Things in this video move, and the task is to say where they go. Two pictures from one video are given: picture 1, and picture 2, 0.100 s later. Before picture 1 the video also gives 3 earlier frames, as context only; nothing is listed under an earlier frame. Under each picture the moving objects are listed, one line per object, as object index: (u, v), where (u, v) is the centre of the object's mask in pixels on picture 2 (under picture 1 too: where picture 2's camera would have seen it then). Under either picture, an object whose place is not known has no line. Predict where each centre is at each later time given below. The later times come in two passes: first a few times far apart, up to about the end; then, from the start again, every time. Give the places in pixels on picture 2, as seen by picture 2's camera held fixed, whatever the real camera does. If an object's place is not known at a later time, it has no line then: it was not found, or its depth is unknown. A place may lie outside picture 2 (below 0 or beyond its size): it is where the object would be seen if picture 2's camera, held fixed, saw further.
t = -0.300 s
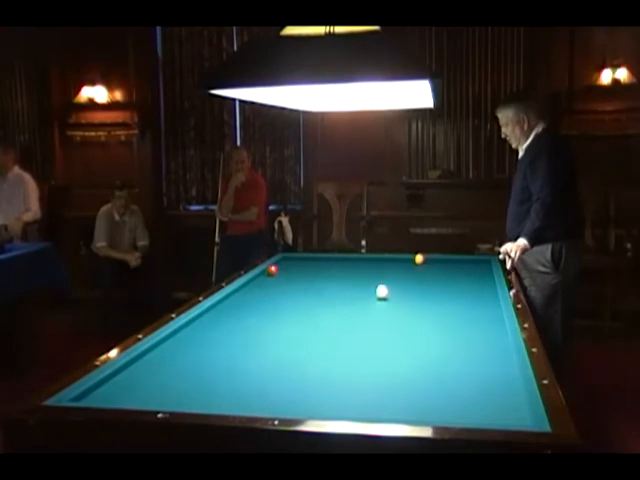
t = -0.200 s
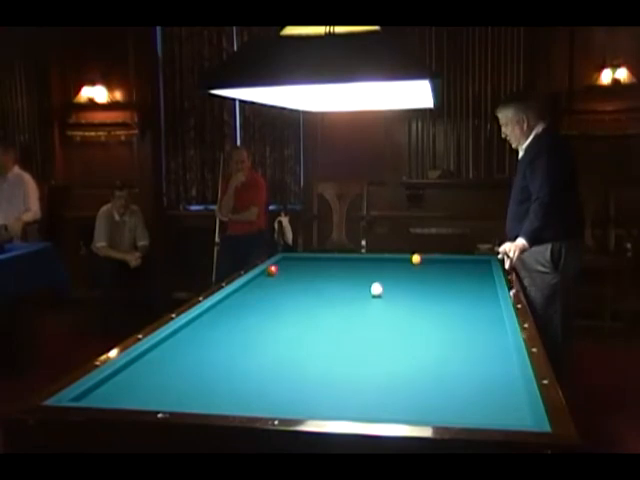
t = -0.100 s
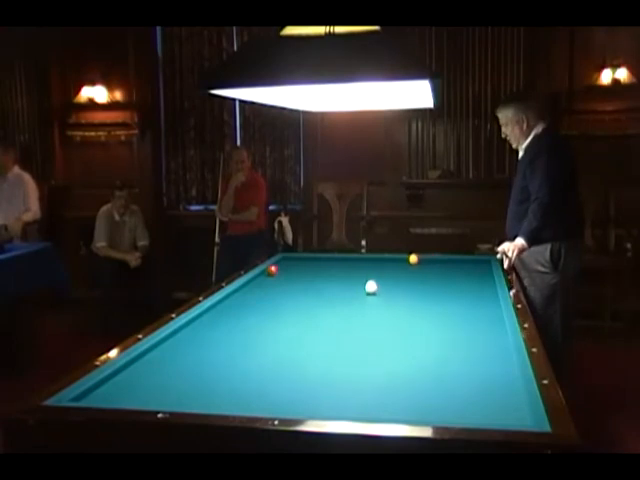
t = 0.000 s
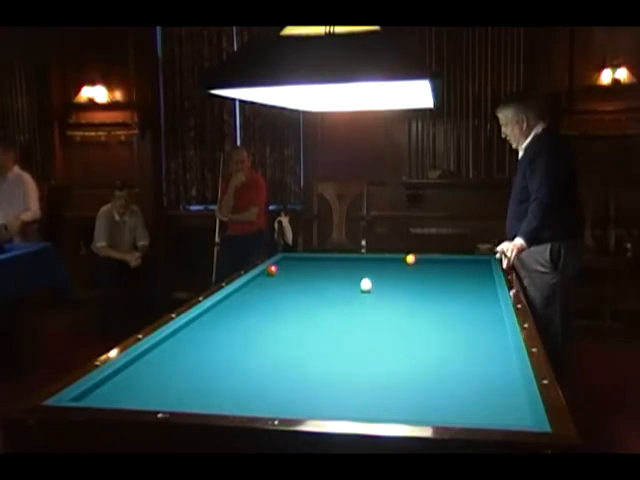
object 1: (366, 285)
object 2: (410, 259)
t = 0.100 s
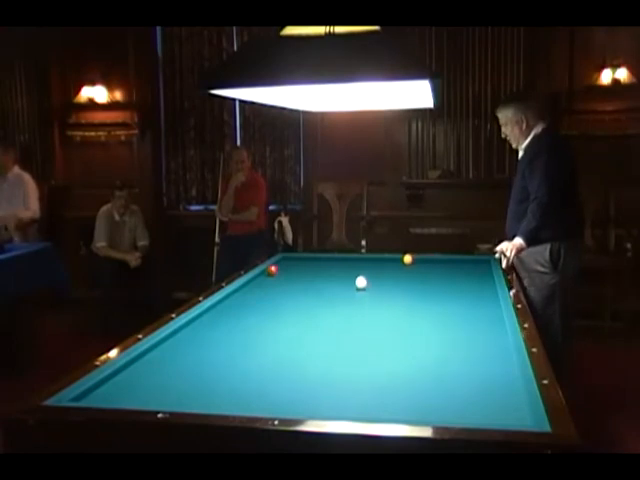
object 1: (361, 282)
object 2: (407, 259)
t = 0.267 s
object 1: (353, 279)
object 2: (403, 259)
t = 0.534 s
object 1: (341, 274)
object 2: (396, 259)
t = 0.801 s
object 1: (331, 269)
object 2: (390, 259)
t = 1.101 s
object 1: (320, 264)
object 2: (384, 259)
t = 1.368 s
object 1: (311, 260)
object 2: (379, 259)
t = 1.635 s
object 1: (303, 257)
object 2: (374, 259)
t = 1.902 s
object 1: (290, 258)
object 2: (370, 260)
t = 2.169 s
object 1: (285, 260)
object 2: (367, 259)
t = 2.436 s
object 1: (290, 262)
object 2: (364, 259)
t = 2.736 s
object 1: (295, 264)
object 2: (362, 260)
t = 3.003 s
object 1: (300, 266)
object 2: (359, 260)
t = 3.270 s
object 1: (305, 267)
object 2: (358, 260)
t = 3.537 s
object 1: (309, 270)
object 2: (357, 260)
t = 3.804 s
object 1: (314, 271)
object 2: (357, 260)
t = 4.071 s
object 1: (318, 274)
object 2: (357, 260)
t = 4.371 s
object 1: (323, 275)
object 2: (357, 260)
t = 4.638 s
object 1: (328, 277)
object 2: (358, 260)
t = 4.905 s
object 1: (332, 279)
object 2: (358, 260)
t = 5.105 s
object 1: (335, 279)
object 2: (357, 260)
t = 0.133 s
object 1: (359, 282)
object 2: (406, 259)
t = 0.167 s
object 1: (357, 281)
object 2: (405, 259)
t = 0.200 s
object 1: (356, 280)
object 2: (405, 259)
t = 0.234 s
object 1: (354, 280)
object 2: (404, 259)
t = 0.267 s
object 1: (353, 279)
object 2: (403, 259)
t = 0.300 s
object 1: (352, 278)
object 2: (402, 259)
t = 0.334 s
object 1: (350, 278)
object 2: (401, 259)
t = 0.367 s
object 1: (348, 277)
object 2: (400, 259)
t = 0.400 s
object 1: (347, 276)
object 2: (399, 259)
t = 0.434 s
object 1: (346, 276)
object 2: (399, 259)
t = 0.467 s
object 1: (344, 275)
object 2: (398, 259)
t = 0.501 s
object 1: (343, 274)
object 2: (397, 259)
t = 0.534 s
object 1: (341, 274)
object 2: (396, 259)
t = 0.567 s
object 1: (340, 273)
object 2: (395, 259)
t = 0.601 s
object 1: (338, 272)
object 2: (394, 259)
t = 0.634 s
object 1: (337, 272)
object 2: (394, 259)
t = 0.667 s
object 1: (336, 271)
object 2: (393, 259)
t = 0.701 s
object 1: (334, 271)
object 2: (392, 259)
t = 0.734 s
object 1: (333, 270)
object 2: (391, 259)
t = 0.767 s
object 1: (332, 270)
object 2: (391, 259)
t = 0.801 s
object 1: (331, 269)
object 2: (390, 259)
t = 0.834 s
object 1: (330, 269)
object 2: (389, 259)
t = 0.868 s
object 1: (328, 268)
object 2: (388, 259)
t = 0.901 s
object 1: (327, 267)
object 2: (388, 259)
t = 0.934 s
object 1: (326, 267)
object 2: (387, 259)
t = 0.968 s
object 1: (325, 266)
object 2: (386, 259)
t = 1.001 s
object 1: (323, 266)
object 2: (386, 259)
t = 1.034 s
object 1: (322, 265)
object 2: (385, 259)
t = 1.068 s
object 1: (321, 265)
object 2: (384, 259)
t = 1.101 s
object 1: (320, 264)
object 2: (384, 259)
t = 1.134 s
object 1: (319, 264)
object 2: (383, 259)
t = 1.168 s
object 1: (318, 264)
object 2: (382, 259)
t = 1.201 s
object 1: (317, 263)
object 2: (382, 259)
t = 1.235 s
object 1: (315, 262)
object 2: (381, 259)
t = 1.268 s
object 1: (315, 262)
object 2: (381, 259)
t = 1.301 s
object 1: (313, 262)
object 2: (380, 259)
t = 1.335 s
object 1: (312, 261)
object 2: (379, 259)
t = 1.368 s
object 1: (311, 260)
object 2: (379, 259)
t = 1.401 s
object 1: (310, 260)
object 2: (378, 259)
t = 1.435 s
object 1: (309, 260)
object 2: (377, 259)
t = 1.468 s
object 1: (308, 259)
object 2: (377, 259)
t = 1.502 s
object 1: (307, 259)
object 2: (376, 259)
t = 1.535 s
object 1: (306, 259)
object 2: (376, 259)
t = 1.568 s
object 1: (305, 258)
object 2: (375, 259)
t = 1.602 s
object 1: (304, 258)
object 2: (375, 259)
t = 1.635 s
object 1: (303, 257)
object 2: (374, 259)
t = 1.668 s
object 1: (302, 257)
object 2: (374, 260)
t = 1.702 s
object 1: (301, 257)
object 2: (373, 259)
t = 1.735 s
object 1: (299, 257)
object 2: (373, 259)
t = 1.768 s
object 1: (297, 257)
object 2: (372, 259)
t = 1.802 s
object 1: (295, 257)
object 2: (372, 259)
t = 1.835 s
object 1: (294, 258)
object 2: (371, 259)
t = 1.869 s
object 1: (292, 258)
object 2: (371, 259)
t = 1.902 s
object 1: (290, 258)
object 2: (370, 260)
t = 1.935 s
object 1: (288, 258)
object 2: (370, 260)
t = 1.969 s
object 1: (287, 258)
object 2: (369, 260)
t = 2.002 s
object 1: (285, 259)
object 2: (369, 259)
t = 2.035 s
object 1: (283, 259)
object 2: (369, 259)
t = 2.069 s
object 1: (284, 259)
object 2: (368, 260)
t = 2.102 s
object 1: (284, 259)
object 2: (368, 260)
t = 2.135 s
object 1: (285, 260)
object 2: (367, 259)
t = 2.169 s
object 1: (285, 260)
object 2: (367, 259)
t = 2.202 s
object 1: (286, 260)
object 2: (367, 260)
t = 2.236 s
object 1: (287, 260)
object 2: (366, 260)
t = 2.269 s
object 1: (287, 261)
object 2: (366, 260)
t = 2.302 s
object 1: (288, 261)
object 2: (365, 260)
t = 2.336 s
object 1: (289, 261)
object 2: (365, 260)
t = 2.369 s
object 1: (289, 261)
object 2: (365, 260)
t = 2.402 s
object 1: (290, 262)
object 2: (364, 260)
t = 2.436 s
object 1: (290, 262)
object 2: (364, 259)
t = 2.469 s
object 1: (291, 262)
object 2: (364, 259)
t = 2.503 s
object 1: (292, 262)
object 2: (363, 260)
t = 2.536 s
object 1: (292, 263)
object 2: (363, 260)
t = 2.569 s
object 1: (293, 263)
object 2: (363, 260)
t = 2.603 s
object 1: (293, 263)
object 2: (362, 260)
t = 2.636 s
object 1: (294, 263)
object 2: (362, 260)
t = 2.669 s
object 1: (294, 263)
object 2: (362, 260)
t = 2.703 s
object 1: (295, 263)
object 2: (362, 260)
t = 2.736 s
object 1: (295, 264)
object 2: (362, 260)
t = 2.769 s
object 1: (296, 264)
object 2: (361, 260)
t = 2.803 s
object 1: (296, 264)
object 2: (361, 260)
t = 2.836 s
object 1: (297, 264)
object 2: (361, 260)
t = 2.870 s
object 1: (298, 264)
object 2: (361, 260)
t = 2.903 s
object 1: (298, 265)
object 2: (360, 260)
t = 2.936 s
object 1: (299, 265)
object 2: (360, 260)
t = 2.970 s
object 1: (299, 266)
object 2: (360, 260)
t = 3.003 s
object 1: (300, 266)
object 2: (359, 260)
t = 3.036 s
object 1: (301, 266)
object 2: (359, 260)
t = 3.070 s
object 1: (301, 266)
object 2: (359, 260)
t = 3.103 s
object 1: (302, 266)
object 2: (359, 260)
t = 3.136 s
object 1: (302, 266)
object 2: (359, 260)
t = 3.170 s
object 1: (303, 267)
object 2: (359, 260)
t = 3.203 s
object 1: (304, 267)
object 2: (359, 260)
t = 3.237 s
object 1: (304, 267)
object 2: (359, 260)
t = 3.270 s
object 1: (305, 267)
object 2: (358, 260)
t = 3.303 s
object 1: (305, 268)
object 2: (358, 260)
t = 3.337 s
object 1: (306, 268)
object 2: (358, 260)
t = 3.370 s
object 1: (307, 268)
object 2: (358, 260)
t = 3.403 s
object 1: (307, 269)
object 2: (358, 260)
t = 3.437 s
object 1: (308, 269)
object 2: (358, 260)
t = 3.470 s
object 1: (308, 269)
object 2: (358, 260)
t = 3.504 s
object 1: (309, 269)
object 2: (357, 260)
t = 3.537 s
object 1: (309, 270)
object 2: (357, 260)
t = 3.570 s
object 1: (310, 270)
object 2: (357, 260)
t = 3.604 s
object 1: (310, 270)
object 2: (357, 260)
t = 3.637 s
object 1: (311, 270)
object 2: (357, 260)
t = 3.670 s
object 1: (312, 270)
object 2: (357, 260)
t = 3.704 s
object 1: (312, 271)
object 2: (357, 260)
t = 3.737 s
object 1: (313, 271)
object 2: (357, 260)
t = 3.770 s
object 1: (313, 271)
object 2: (357, 260)
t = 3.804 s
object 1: (314, 271)
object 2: (357, 260)
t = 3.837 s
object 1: (314, 271)
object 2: (357, 260)
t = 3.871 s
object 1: (315, 272)
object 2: (357, 260)
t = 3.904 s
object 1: (316, 272)
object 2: (357, 260)
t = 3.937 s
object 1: (316, 272)
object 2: (357, 260)
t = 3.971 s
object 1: (317, 272)
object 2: (357, 260)
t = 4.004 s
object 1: (317, 273)
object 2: (357, 260)
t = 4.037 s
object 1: (318, 273)
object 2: (357, 260)
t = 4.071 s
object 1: (318, 274)
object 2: (357, 260)
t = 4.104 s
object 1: (319, 273)
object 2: (357, 260)
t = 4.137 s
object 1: (320, 274)
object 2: (357, 260)
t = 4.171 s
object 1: (320, 274)
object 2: (357, 260)
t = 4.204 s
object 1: (321, 274)
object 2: (357, 260)
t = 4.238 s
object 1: (321, 274)
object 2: (357, 260)
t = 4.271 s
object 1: (322, 274)
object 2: (357, 260)
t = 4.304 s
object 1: (322, 275)
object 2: (357, 260)
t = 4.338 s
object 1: (323, 275)
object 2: (357, 260)
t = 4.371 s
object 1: (323, 275)
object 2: (357, 260)
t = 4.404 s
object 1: (324, 275)
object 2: (357, 260)
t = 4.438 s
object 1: (324, 276)
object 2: (357, 260)
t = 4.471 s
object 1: (325, 276)
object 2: (357, 260)
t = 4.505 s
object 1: (326, 276)
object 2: (357, 260)
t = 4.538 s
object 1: (326, 276)
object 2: (357, 260)
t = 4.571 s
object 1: (327, 276)
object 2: (357, 260)
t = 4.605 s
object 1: (327, 277)
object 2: (358, 260)
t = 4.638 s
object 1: (328, 277)
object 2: (358, 260)
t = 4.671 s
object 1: (329, 277)
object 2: (357, 260)
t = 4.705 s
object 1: (329, 277)
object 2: (357, 260)
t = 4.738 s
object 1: (330, 277)
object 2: (357, 260)
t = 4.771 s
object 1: (330, 278)
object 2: (357, 260)
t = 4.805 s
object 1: (331, 278)
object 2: (357, 260)
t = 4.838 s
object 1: (331, 278)
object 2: (357, 260)
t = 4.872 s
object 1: (332, 278)
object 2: (357, 260)
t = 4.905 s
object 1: (332, 279)
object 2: (358, 260)
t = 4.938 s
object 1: (333, 279)
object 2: (357, 260)
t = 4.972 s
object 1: (333, 279)
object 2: (358, 260)
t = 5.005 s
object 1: (334, 279)
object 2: (357, 260)
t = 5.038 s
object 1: (334, 279)
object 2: (357, 260)
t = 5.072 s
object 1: (335, 279)
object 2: (358, 260)
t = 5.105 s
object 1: (335, 279)
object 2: (357, 260)
